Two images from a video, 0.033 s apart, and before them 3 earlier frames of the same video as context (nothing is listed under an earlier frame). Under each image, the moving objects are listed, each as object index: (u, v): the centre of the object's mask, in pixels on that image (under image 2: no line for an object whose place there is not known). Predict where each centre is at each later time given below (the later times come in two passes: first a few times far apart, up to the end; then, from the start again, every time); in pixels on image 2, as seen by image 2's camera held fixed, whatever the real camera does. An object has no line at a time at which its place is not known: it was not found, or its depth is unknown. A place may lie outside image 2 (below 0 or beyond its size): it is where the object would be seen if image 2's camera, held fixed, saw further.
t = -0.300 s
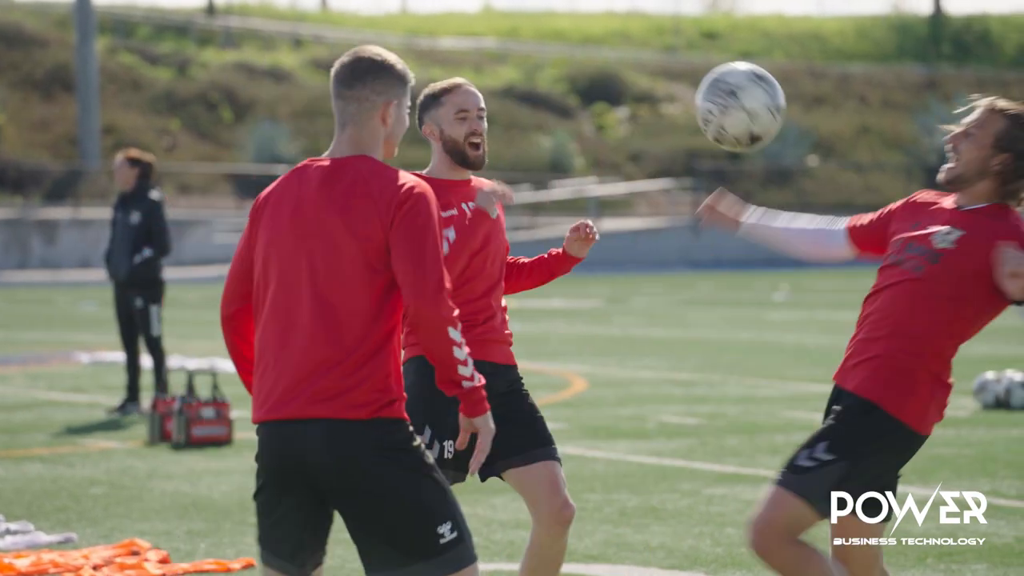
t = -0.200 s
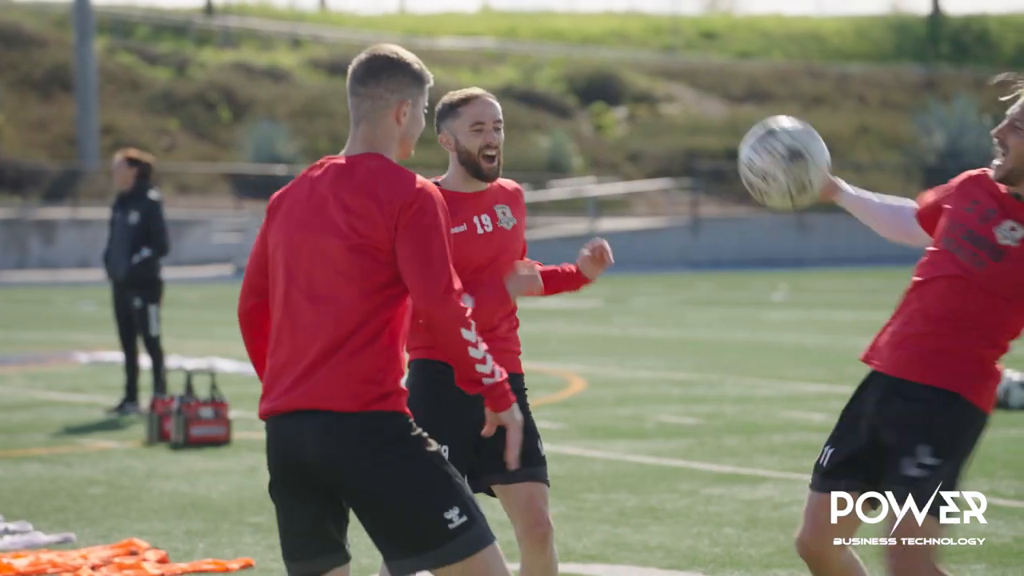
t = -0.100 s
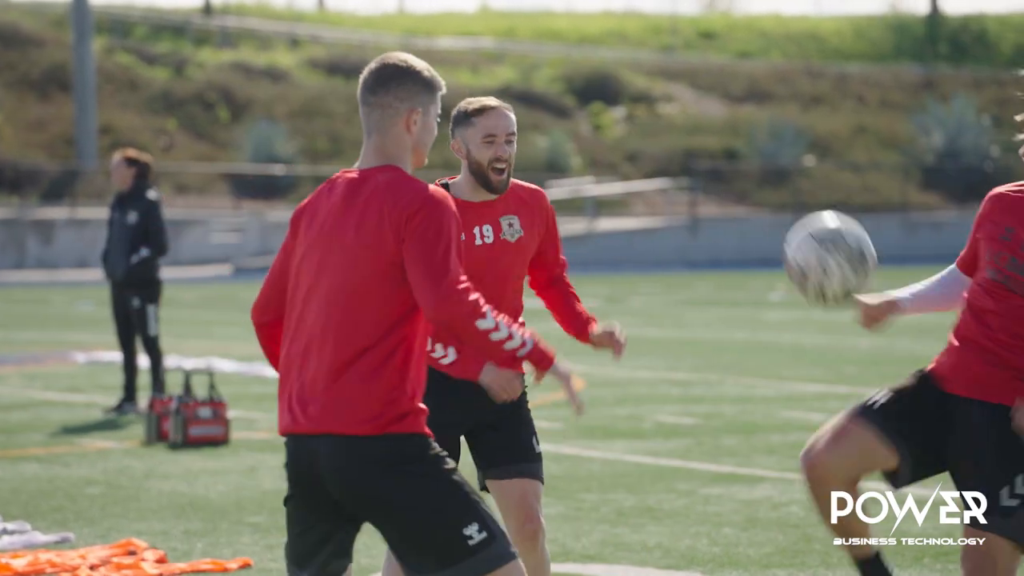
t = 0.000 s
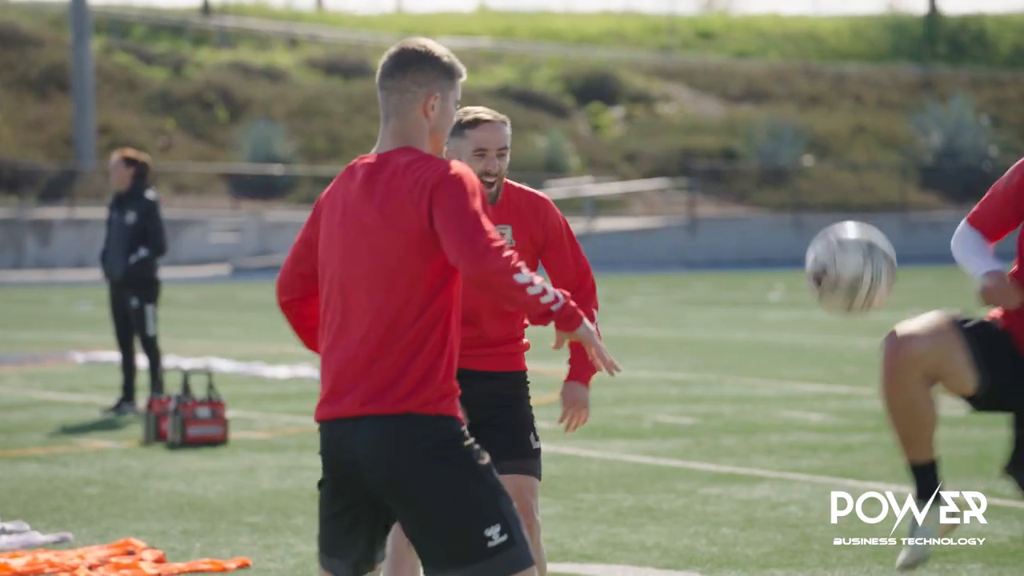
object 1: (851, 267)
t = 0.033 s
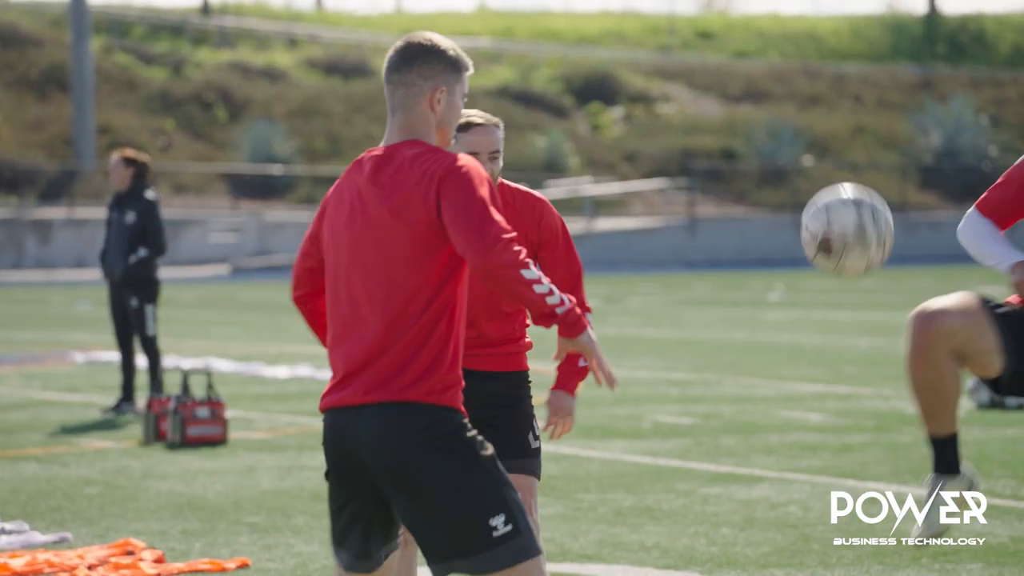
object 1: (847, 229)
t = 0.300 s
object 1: (819, 69)
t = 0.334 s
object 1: (813, 68)
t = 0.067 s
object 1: (844, 195)
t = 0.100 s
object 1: (840, 164)
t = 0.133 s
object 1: (836, 138)
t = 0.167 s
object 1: (832, 115)
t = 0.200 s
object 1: (828, 97)
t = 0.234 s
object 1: (824, 84)
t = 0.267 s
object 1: (819, 74)
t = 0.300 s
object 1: (819, 69)
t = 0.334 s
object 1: (813, 68)
